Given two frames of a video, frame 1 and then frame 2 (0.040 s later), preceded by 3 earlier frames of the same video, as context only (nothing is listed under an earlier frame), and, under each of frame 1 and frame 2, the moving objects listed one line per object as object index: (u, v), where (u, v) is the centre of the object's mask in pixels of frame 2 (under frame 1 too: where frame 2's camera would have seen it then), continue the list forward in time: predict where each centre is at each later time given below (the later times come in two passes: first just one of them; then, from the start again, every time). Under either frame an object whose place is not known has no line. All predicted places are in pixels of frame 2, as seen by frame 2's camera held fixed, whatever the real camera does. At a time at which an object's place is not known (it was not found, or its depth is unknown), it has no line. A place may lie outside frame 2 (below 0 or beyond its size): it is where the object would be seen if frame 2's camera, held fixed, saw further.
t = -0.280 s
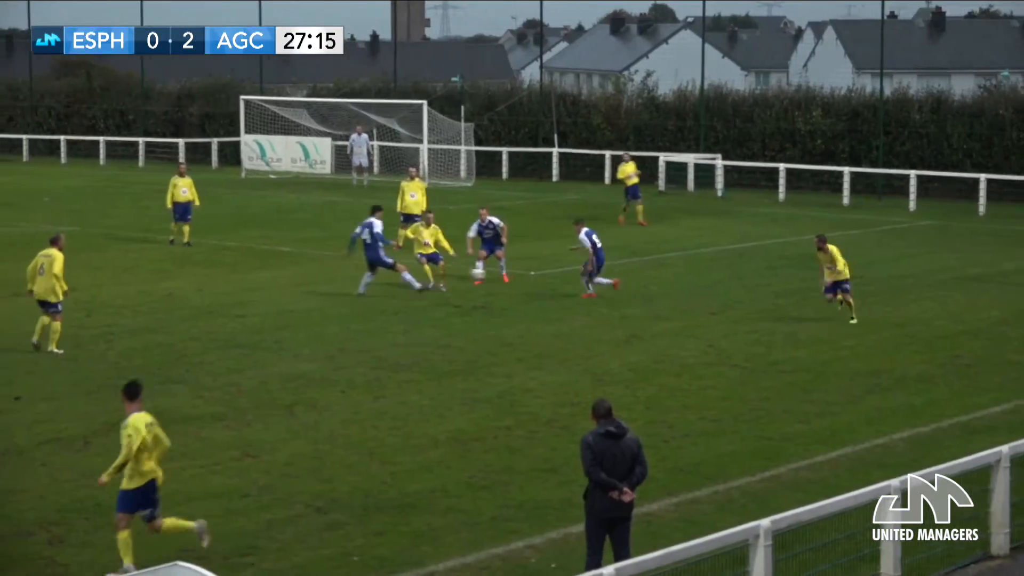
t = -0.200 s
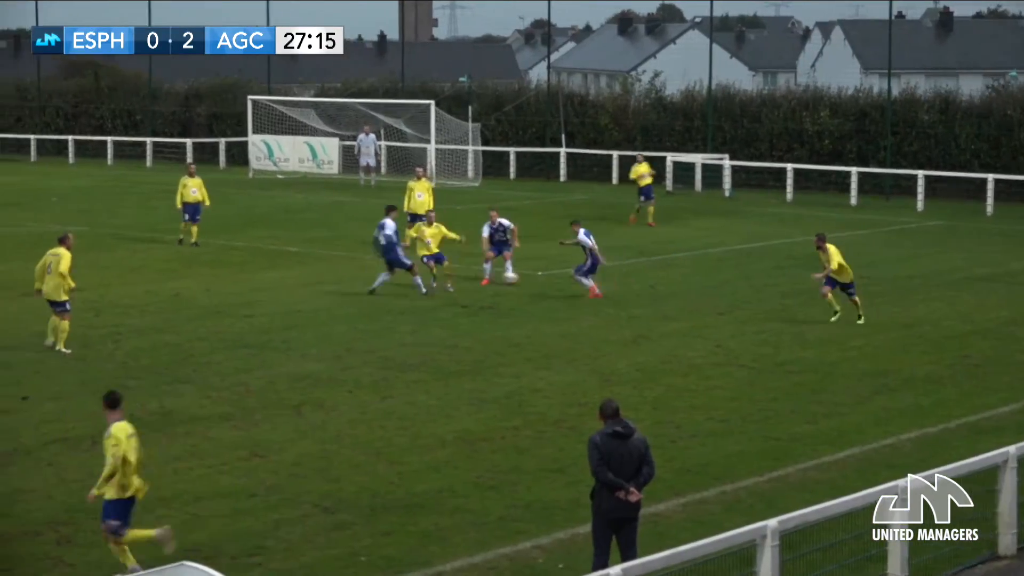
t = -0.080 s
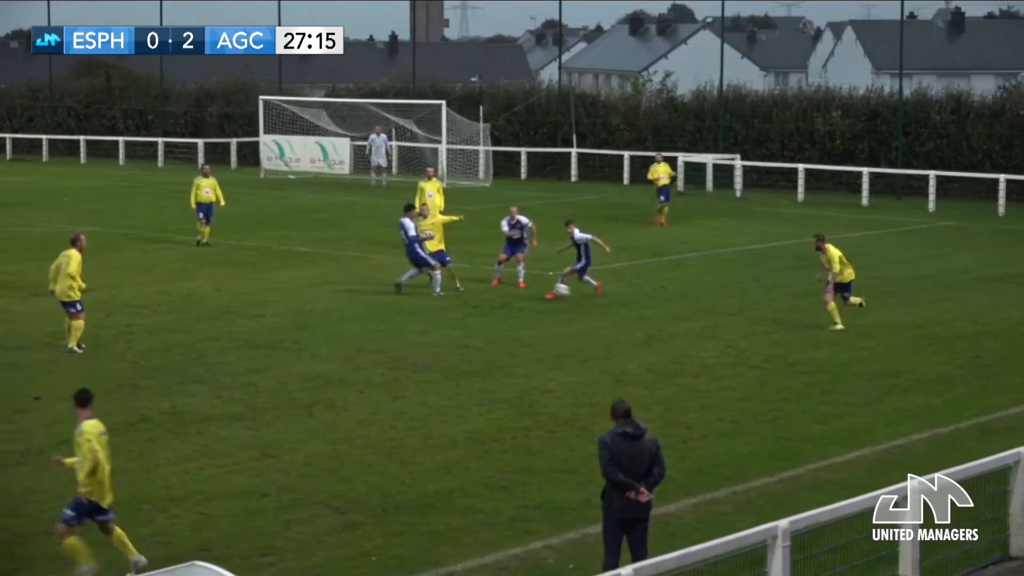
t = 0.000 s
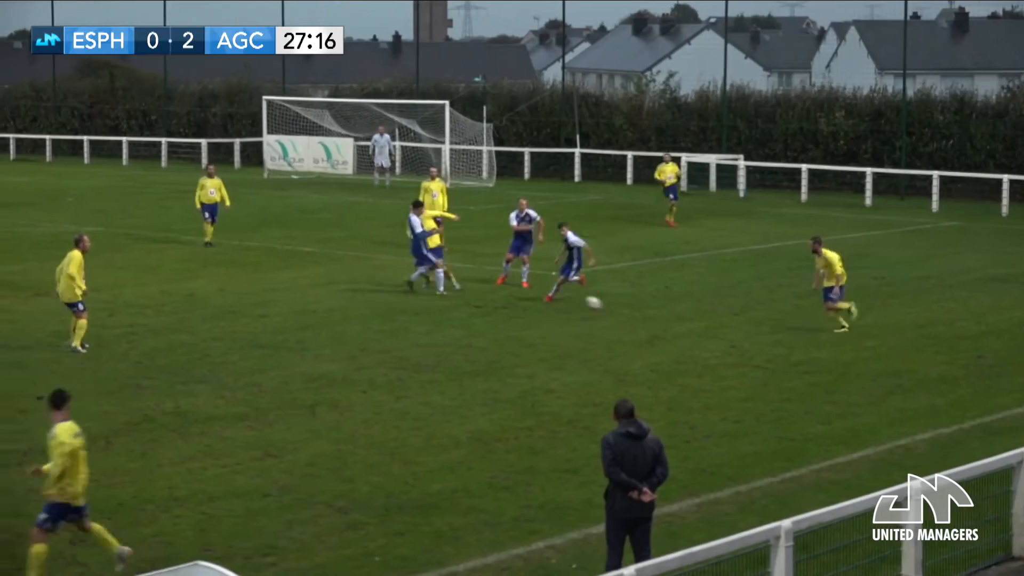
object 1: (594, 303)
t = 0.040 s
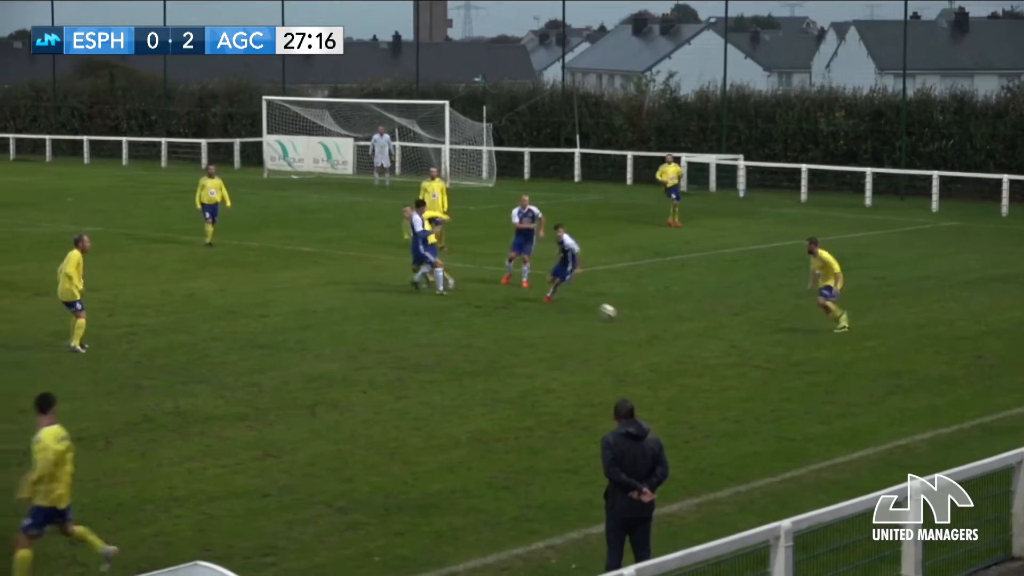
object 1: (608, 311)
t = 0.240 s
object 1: (675, 318)
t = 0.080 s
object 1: (623, 318)
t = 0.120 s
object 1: (635, 316)
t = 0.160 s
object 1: (649, 316)
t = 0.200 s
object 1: (662, 317)
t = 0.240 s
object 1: (675, 318)
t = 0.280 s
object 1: (690, 321)
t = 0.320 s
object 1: (703, 325)
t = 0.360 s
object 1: (718, 330)
